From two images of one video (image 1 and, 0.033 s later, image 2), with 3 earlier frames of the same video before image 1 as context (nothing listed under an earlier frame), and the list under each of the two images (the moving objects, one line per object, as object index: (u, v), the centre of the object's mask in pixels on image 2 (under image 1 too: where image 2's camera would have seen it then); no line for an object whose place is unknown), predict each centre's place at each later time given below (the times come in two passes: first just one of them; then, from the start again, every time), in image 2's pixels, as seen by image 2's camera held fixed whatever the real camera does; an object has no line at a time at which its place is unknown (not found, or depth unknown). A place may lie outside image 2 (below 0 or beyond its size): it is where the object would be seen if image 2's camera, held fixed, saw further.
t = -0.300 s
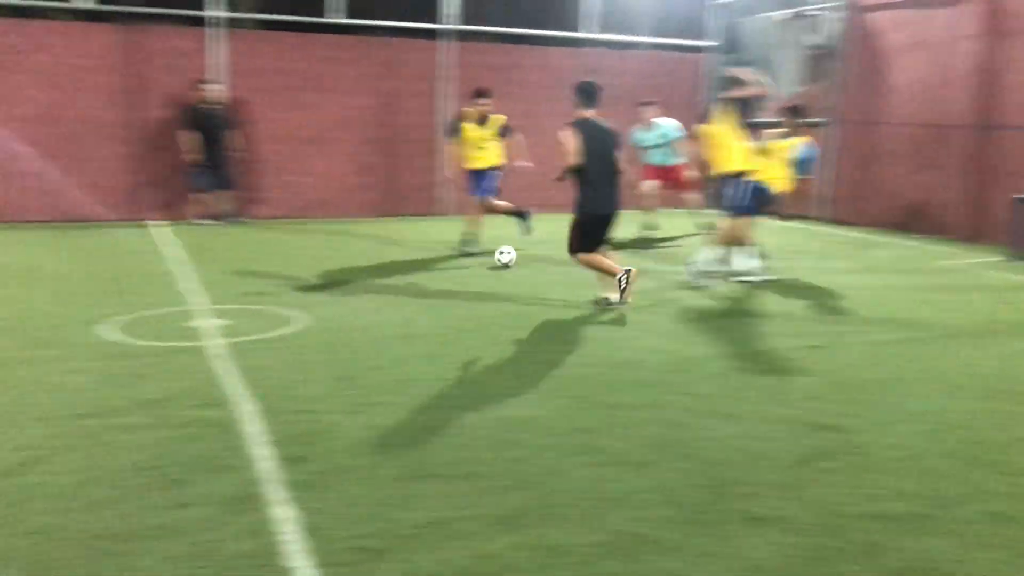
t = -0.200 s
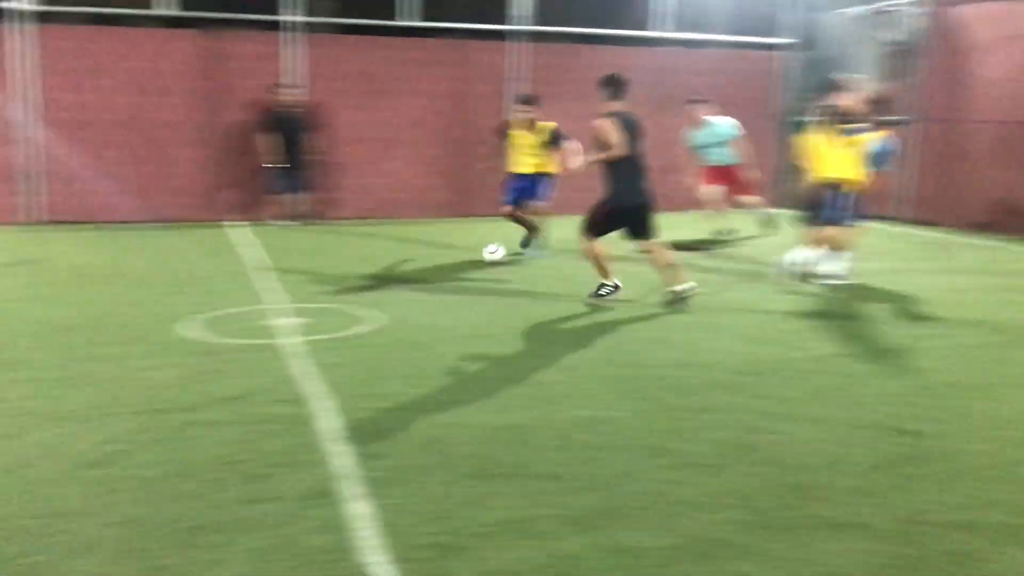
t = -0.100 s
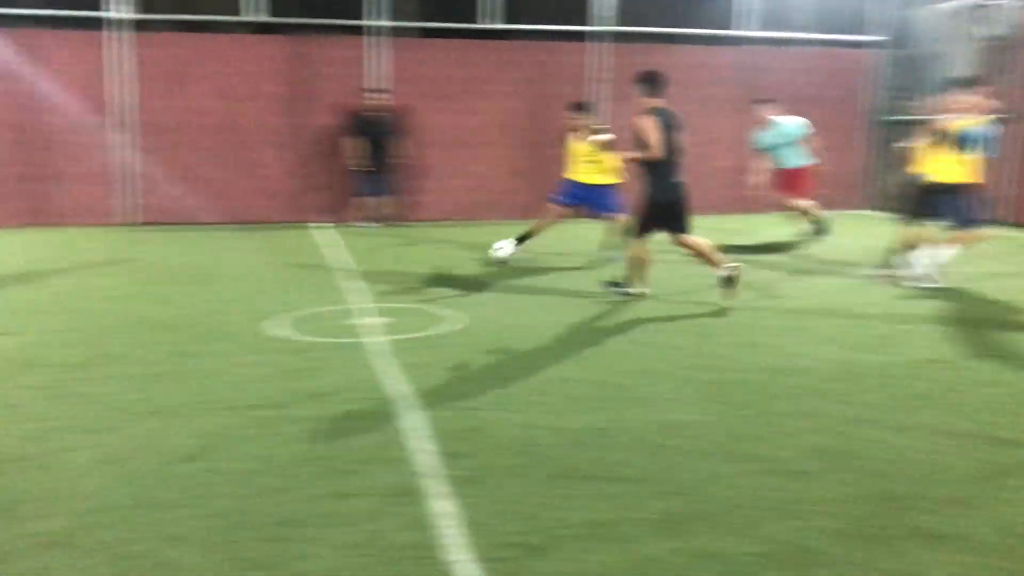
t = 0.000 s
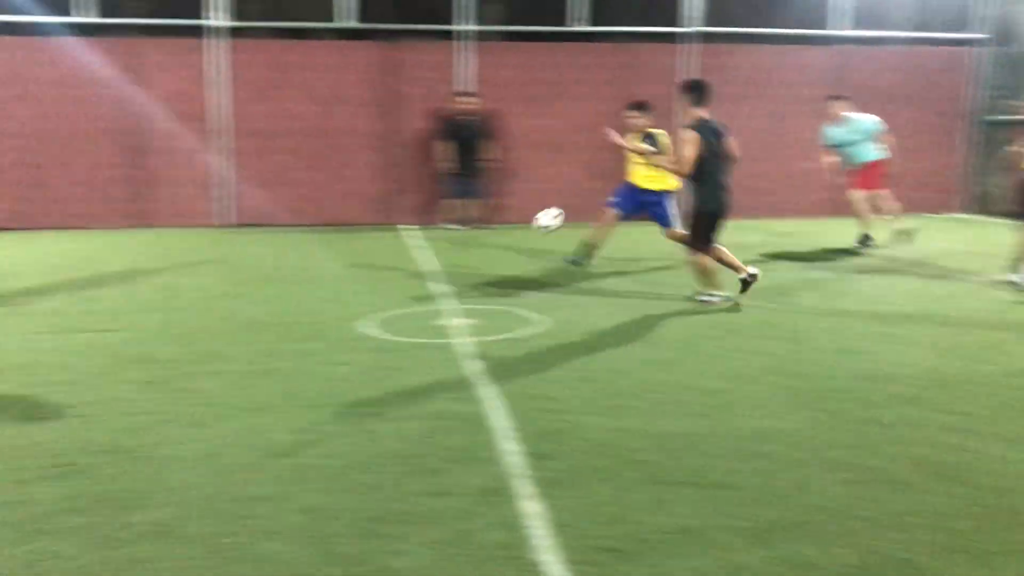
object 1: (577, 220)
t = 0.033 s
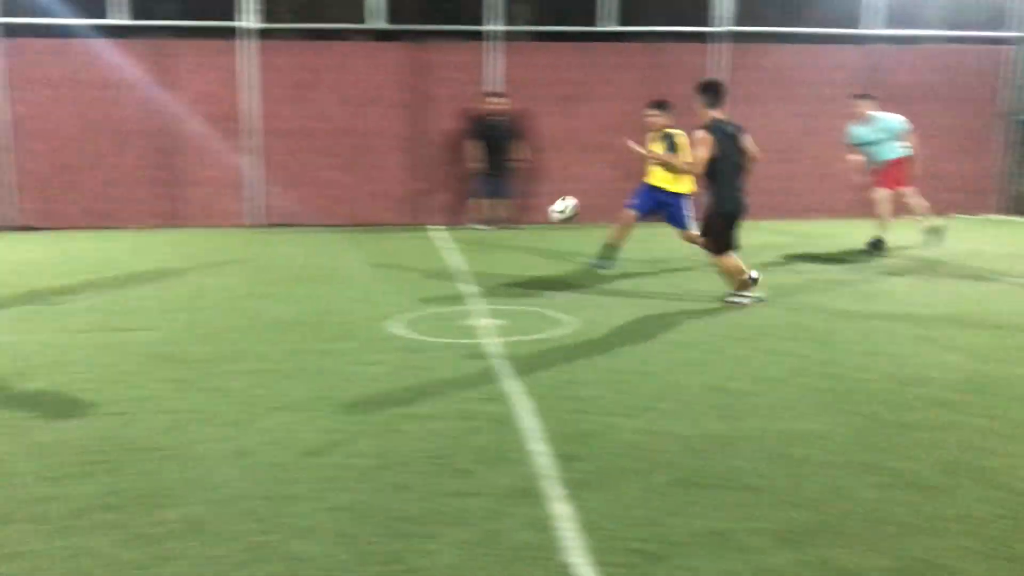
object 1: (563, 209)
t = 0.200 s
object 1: (482, 167)
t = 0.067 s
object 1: (550, 199)
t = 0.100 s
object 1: (535, 190)
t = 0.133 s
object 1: (519, 181)
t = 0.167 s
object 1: (501, 174)
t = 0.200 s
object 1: (482, 167)
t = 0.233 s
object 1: (462, 163)
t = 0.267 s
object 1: (440, 158)
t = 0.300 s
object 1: (416, 156)
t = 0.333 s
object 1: (392, 156)
